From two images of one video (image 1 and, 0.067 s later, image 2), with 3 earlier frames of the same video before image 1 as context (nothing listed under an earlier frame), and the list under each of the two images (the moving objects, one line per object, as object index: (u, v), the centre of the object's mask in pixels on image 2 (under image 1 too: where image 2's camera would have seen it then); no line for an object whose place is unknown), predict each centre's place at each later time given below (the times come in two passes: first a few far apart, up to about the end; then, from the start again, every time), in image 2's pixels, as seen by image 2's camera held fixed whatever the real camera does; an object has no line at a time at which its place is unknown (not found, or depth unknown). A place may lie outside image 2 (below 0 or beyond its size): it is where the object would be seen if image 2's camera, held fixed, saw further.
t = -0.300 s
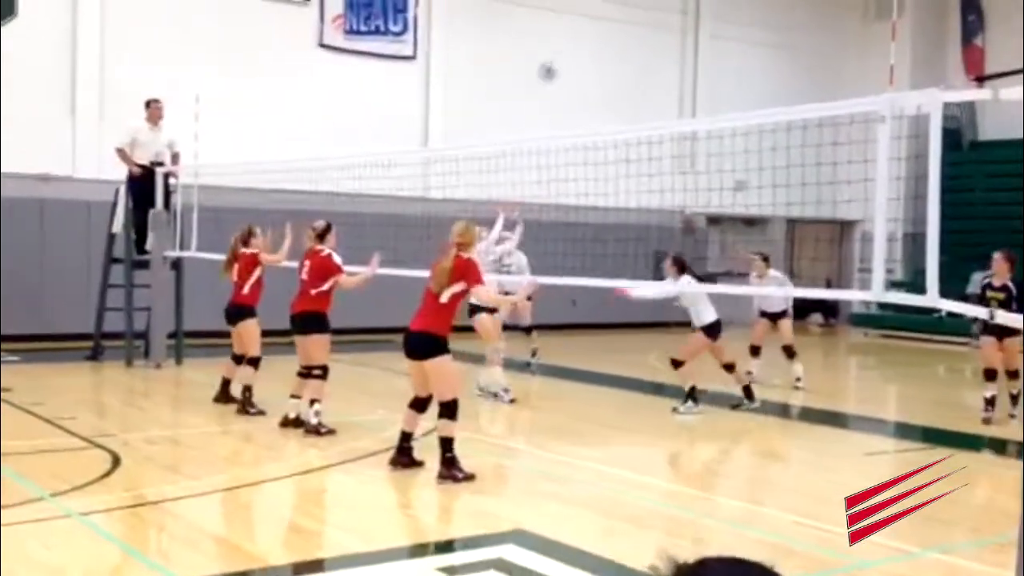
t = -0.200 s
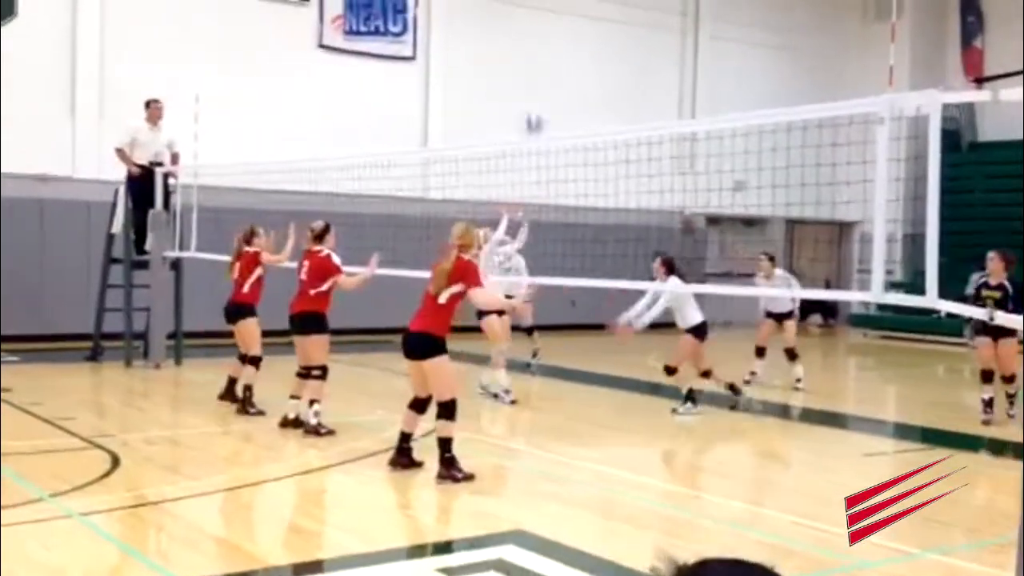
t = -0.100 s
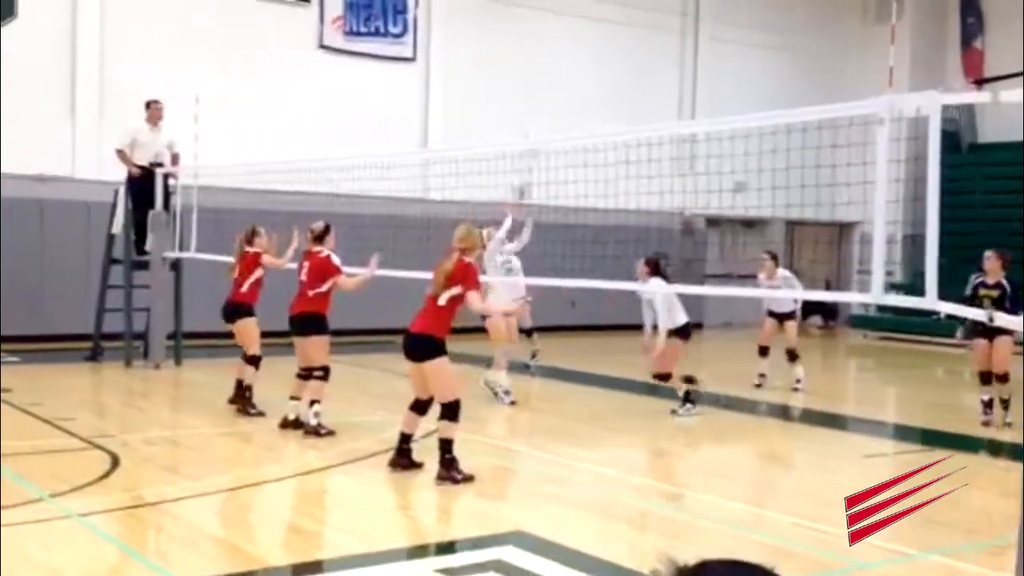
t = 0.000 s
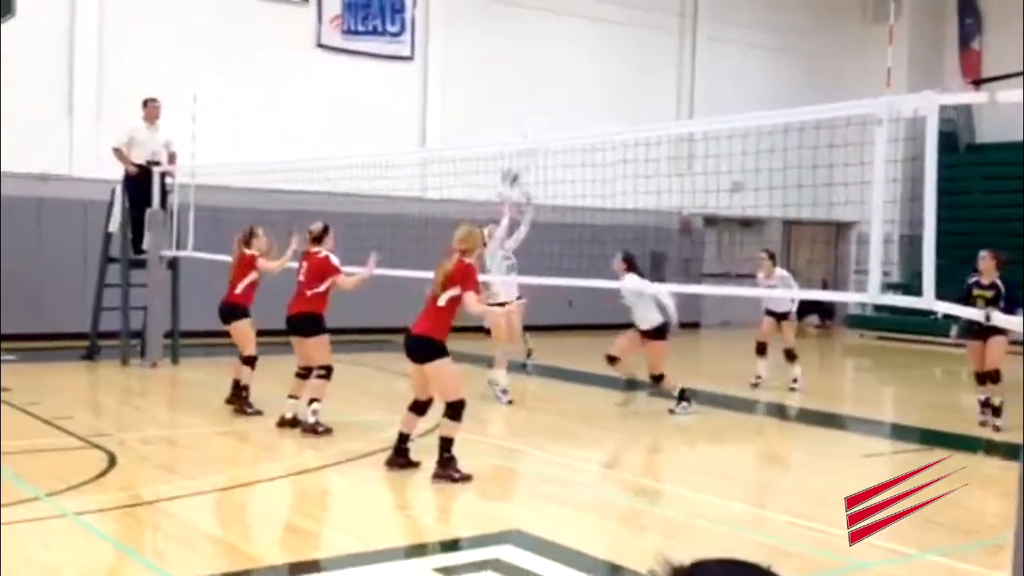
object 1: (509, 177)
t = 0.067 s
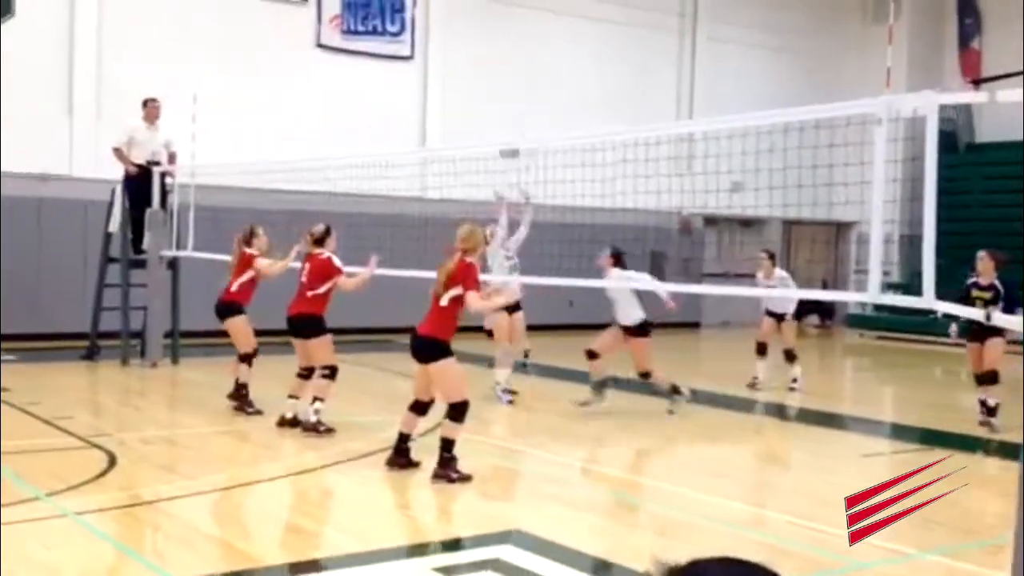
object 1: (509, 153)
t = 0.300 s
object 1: (498, 83)
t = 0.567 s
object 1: (480, 84)
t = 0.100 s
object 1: (506, 135)
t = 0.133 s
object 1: (507, 124)
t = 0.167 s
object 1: (505, 115)
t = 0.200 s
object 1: (503, 105)
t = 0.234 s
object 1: (501, 97)
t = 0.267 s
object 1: (500, 90)
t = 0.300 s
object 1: (498, 83)
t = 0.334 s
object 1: (496, 80)
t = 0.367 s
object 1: (494, 76)
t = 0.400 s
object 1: (492, 74)
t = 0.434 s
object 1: (490, 74)
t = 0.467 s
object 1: (488, 75)
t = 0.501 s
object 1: (486, 76)
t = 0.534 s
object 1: (482, 79)
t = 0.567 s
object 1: (480, 84)
